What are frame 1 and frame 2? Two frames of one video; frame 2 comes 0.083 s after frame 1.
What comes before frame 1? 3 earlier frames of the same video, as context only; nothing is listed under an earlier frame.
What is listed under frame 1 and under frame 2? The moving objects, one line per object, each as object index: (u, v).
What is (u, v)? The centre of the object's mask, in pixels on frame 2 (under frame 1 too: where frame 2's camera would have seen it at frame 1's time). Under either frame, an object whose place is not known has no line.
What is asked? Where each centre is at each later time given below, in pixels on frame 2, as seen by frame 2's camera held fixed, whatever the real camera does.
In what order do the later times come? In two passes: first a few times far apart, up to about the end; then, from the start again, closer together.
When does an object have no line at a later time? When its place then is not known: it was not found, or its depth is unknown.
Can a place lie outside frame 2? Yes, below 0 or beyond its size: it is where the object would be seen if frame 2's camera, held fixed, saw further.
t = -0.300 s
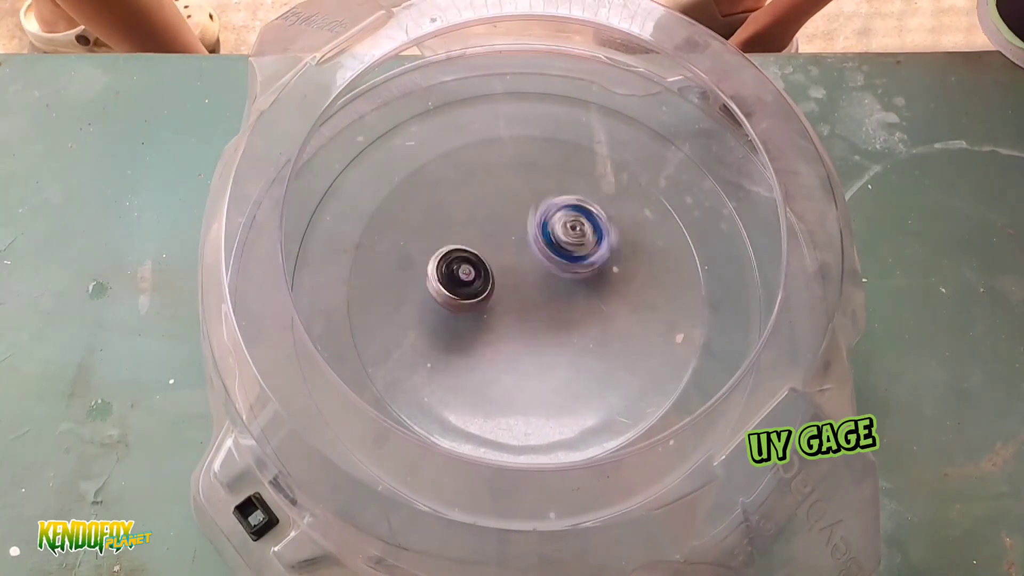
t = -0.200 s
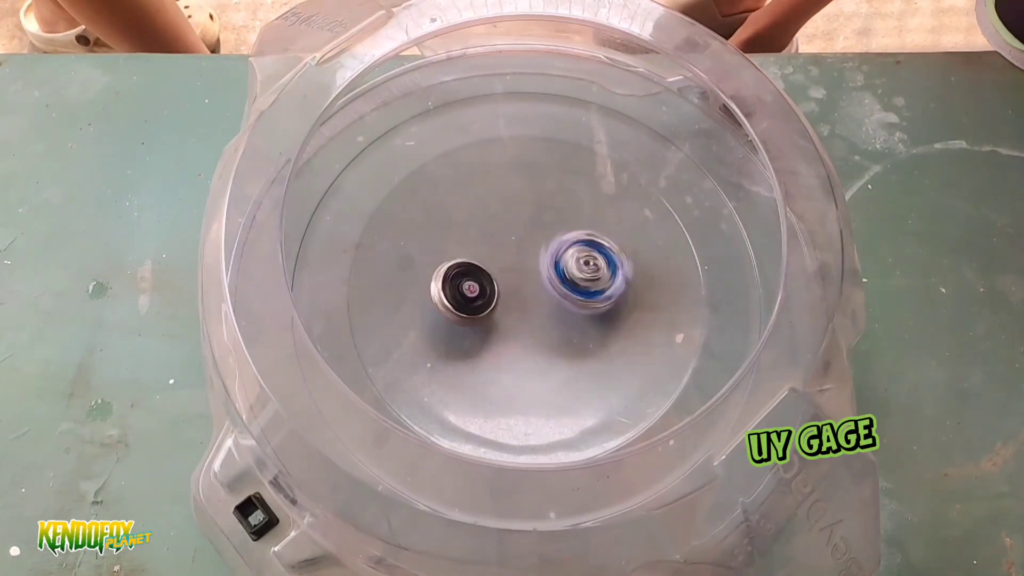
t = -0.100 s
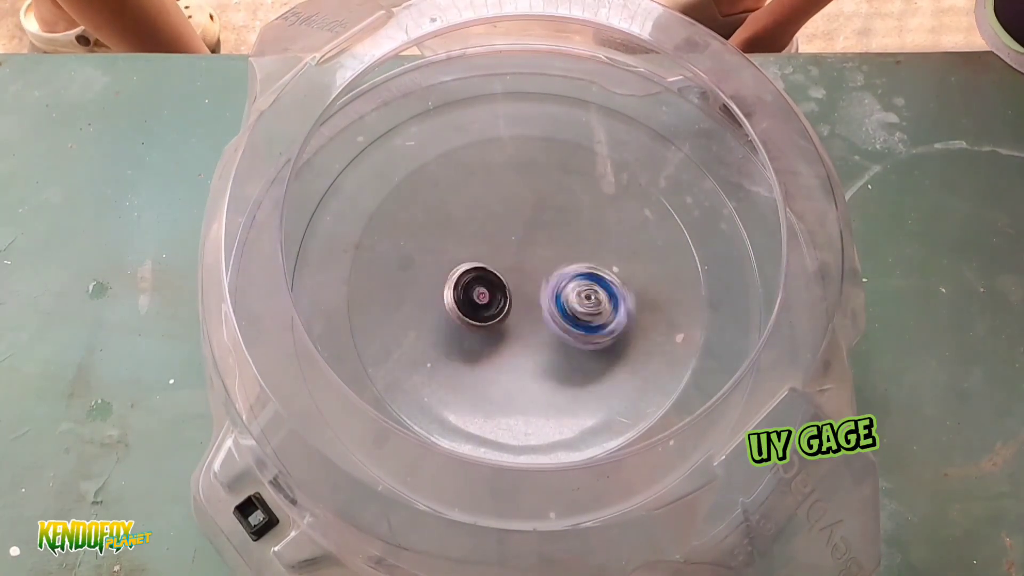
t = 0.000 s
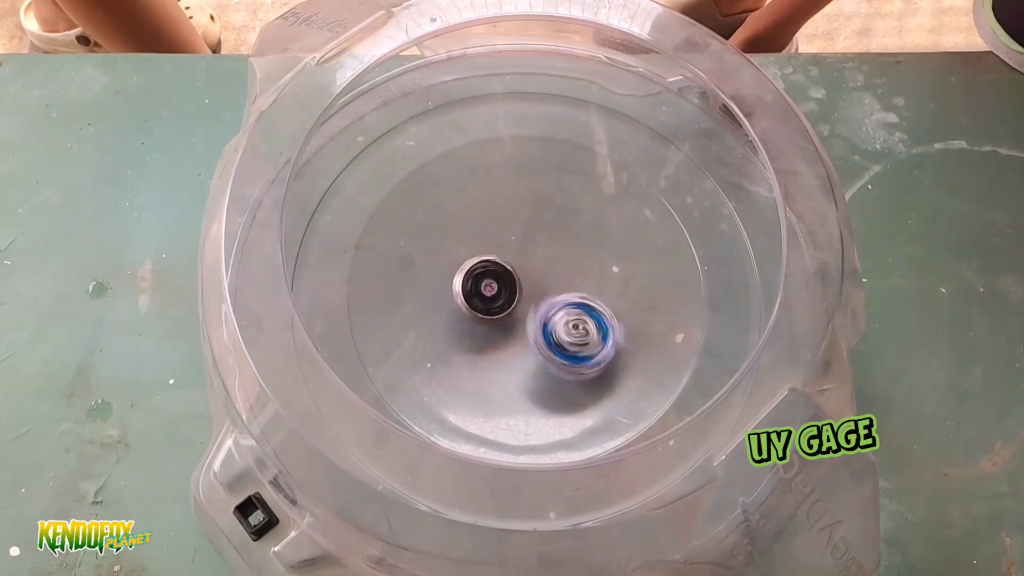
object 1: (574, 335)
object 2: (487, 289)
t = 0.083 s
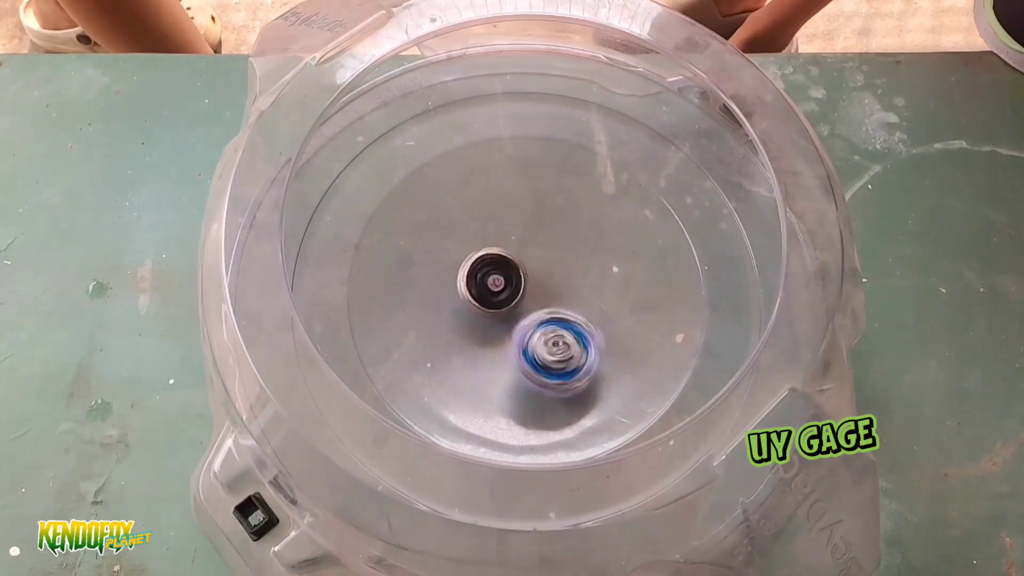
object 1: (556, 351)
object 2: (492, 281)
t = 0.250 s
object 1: (502, 344)
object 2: (503, 264)
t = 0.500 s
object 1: (469, 310)
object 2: (550, 149)
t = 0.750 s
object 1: (534, 265)
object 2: (531, 189)
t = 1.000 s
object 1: (579, 315)
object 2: (539, 195)
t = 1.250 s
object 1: (535, 337)
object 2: (519, 183)
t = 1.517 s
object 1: (498, 291)
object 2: (491, 186)
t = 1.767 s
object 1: (527, 287)
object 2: (493, 188)
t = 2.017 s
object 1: (555, 307)
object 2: (492, 204)
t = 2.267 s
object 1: (533, 313)
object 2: (503, 227)
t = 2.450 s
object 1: (538, 319)
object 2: (483, 180)
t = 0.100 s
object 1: (548, 353)
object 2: (494, 280)
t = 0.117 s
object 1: (542, 354)
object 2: (494, 278)
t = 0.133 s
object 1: (538, 354)
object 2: (495, 277)
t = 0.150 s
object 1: (535, 355)
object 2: (495, 275)
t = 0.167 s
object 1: (528, 357)
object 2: (496, 273)
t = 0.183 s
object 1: (520, 357)
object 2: (498, 271)
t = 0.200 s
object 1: (514, 354)
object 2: (500, 269)
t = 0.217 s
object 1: (509, 350)
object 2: (501, 268)
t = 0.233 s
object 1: (507, 346)
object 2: (503, 266)
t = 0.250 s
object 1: (502, 344)
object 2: (503, 264)
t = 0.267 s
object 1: (496, 342)
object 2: (506, 263)
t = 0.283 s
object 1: (490, 336)
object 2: (506, 262)
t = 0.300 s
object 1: (488, 330)
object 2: (508, 261)
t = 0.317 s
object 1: (487, 325)
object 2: (508, 257)
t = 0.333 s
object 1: (484, 327)
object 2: (512, 251)
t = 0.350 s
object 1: (478, 331)
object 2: (517, 233)
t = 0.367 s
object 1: (474, 331)
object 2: (523, 218)
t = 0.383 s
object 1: (475, 332)
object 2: (528, 203)
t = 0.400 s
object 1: (472, 333)
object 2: (534, 191)
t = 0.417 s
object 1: (467, 329)
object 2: (537, 179)
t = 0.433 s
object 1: (467, 325)
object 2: (542, 170)
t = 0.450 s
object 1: (469, 324)
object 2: (544, 161)
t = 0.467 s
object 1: (464, 321)
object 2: (546, 156)
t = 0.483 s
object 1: (466, 315)
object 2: (548, 151)
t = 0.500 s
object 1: (469, 310)
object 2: (550, 149)
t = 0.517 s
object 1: (469, 308)
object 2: (550, 147)
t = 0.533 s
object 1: (470, 303)
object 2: (551, 147)
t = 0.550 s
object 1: (475, 296)
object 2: (550, 147)
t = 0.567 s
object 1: (479, 295)
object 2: (549, 148)
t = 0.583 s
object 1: (480, 291)
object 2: (547, 149)
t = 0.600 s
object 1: (485, 285)
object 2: (545, 151)
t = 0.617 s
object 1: (492, 283)
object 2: (543, 152)
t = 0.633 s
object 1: (498, 277)
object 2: (539, 158)
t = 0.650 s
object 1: (506, 275)
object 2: (537, 163)
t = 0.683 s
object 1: (513, 272)
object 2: (534, 171)
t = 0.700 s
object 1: (520, 268)
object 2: (534, 175)
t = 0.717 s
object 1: (528, 269)
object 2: (532, 180)
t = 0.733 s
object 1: (530, 269)
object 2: (532, 184)
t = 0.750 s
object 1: (534, 265)
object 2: (531, 189)
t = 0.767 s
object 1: (542, 266)
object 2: (531, 192)
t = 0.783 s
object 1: (545, 274)
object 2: (530, 186)
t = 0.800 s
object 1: (547, 278)
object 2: (532, 179)
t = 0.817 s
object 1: (554, 281)
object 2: (532, 175)
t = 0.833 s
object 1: (560, 286)
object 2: (532, 172)
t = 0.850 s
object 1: (562, 289)
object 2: (534, 171)
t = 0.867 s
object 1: (566, 289)
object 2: (535, 169)
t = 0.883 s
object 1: (571, 293)
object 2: (537, 171)
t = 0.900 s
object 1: (572, 297)
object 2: (537, 173)
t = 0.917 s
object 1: (572, 299)
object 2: (539, 176)
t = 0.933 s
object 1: (576, 301)
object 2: (539, 179)
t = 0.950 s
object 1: (578, 306)
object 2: (540, 183)
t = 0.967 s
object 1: (575, 309)
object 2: (539, 187)
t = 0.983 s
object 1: (577, 310)
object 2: (540, 190)
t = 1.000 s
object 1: (579, 315)
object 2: (539, 195)
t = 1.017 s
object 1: (575, 319)
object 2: (539, 198)
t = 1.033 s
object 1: (573, 319)
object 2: (538, 203)
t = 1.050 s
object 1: (573, 321)
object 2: (539, 206)
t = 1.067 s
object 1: (567, 325)
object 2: (537, 211)
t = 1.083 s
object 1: (562, 323)
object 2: (537, 214)
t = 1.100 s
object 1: (560, 321)
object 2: (536, 219)
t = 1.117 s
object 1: (556, 323)
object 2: (535, 222)
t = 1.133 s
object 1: (549, 320)
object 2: (535, 227)
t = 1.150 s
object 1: (546, 316)
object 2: (533, 231)
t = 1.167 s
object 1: (543, 315)
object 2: (533, 236)
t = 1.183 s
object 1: (538, 312)
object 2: (533, 240)
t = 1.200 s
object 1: (538, 318)
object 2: (529, 224)
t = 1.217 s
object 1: (537, 328)
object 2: (525, 208)
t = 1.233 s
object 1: (533, 331)
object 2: (522, 194)
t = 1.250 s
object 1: (535, 337)
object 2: (519, 183)
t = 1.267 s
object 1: (531, 339)
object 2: (516, 171)
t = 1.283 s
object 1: (529, 337)
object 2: (515, 163)
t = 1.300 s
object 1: (527, 339)
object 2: (512, 157)
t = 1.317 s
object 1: (520, 335)
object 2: (512, 152)
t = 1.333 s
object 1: (519, 334)
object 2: (510, 151)
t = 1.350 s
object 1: (513, 332)
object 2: (509, 149)
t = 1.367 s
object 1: (512, 327)
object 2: (508, 151)
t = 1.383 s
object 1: (508, 326)
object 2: (506, 153)
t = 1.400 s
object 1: (505, 319)
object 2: (505, 156)
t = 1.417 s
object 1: (505, 317)
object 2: (500, 160)
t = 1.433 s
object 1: (501, 312)
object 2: (499, 163)
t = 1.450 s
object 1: (502, 307)
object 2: (496, 168)
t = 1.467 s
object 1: (500, 306)
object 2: (493, 173)
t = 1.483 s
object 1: (500, 298)
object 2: (493, 177)
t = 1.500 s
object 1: (501, 296)
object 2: (491, 181)
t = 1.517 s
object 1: (498, 291)
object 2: (491, 186)
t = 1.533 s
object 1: (503, 286)
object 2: (490, 191)
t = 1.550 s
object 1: (501, 283)
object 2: (490, 196)
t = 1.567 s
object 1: (502, 277)
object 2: (490, 201)
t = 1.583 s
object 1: (505, 280)
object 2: (489, 202)
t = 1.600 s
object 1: (505, 282)
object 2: (490, 194)
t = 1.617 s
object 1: (511, 285)
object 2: (488, 188)
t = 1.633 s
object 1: (511, 289)
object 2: (488, 183)
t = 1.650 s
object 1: (515, 288)
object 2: (489, 182)
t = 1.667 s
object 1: (517, 291)
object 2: (488, 181)
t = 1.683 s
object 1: (517, 290)
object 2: (490, 180)
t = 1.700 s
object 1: (523, 290)
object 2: (490, 181)
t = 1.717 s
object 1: (520, 290)
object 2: (491, 181)
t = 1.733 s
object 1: (525, 289)
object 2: (492, 184)
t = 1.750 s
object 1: (526, 291)
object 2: (492, 187)
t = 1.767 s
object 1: (527, 287)
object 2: (493, 188)
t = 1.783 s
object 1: (530, 290)
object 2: (494, 191)
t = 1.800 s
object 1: (529, 289)
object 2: (493, 194)
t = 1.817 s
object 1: (534, 288)
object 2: (495, 197)
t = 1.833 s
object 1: (532, 290)
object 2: (495, 201)
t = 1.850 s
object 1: (536, 288)
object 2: (495, 201)
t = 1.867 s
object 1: (537, 291)
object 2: (497, 206)
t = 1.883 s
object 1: (537, 288)
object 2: (497, 210)
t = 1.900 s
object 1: (540, 290)
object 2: (499, 213)
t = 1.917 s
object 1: (538, 290)
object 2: (500, 216)
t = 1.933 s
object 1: (543, 288)
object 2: (501, 219)
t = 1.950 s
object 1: (540, 290)
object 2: (503, 221)
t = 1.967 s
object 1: (545, 292)
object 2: (501, 221)
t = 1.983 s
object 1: (549, 300)
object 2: (497, 211)
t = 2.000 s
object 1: (553, 300)
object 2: (494, 206)
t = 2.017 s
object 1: (555, 307)
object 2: (492, 204)
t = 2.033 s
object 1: (556, 308)
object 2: (493, 200)
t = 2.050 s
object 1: (559, 312)
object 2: (492, 199)
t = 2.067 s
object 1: (555, 312)
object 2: (492, 197)
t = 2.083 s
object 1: (557, 316)
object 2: (494, 197)
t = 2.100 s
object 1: (553, 317)
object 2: (495, 199)
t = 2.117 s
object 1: (556, 318)
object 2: (497, 199)
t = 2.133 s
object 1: (549, 320)
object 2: (499, 202)
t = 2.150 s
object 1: (551, 321)
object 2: (500, 206)
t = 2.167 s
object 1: (546, 322)
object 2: (500, 207)
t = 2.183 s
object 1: (546, 319)
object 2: (502, 211)
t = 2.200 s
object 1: (541, 321)
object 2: (501, 215)
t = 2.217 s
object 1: (541, 317)
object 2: (502, 217)
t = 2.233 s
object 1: (538, 317)
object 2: (503, 221)
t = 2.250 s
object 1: (536, 311)
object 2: (502, 225)
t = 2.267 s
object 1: (533, 313)
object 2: (503, 227)
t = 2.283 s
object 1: (532, 307)
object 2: (504, 233)
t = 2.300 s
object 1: (531, 306)
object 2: (503, 236)
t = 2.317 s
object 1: (532, 308)
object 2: (500, 225)
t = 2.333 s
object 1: (535, 316)
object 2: (495, 214)
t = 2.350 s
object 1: (536, 315)
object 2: (490, 203)
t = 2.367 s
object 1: (536, 320)
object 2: (488, 194)
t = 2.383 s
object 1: (536, 319)
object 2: (485, 188)
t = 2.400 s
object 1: (536, 323)
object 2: (483, 184)
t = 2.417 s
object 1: (538, 321)
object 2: (483, 180)
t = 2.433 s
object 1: (536, 323)
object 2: (484, 179)
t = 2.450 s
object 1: (538, 319)
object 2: (483, 180)
